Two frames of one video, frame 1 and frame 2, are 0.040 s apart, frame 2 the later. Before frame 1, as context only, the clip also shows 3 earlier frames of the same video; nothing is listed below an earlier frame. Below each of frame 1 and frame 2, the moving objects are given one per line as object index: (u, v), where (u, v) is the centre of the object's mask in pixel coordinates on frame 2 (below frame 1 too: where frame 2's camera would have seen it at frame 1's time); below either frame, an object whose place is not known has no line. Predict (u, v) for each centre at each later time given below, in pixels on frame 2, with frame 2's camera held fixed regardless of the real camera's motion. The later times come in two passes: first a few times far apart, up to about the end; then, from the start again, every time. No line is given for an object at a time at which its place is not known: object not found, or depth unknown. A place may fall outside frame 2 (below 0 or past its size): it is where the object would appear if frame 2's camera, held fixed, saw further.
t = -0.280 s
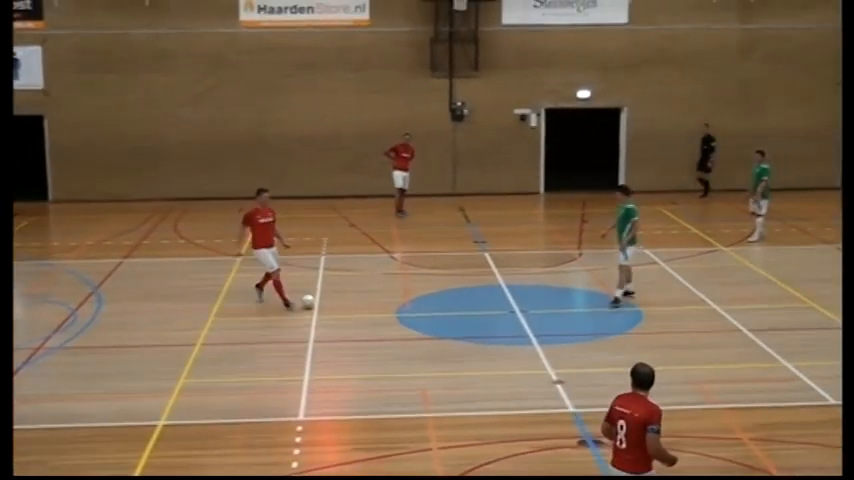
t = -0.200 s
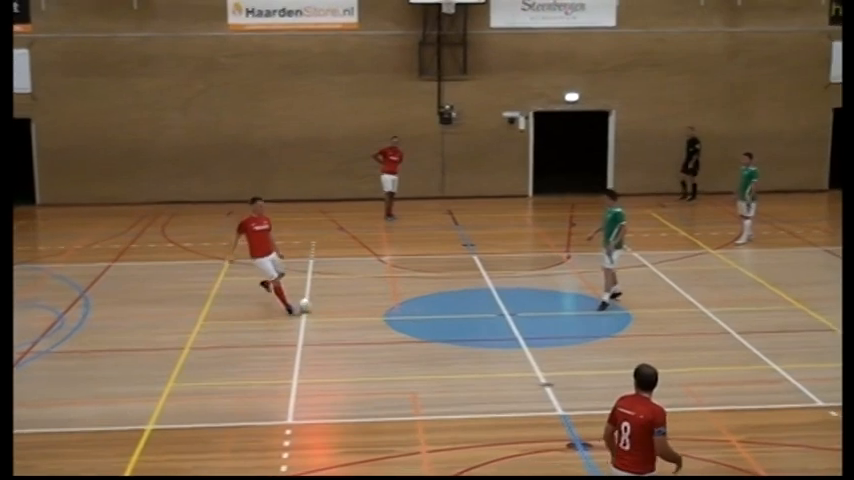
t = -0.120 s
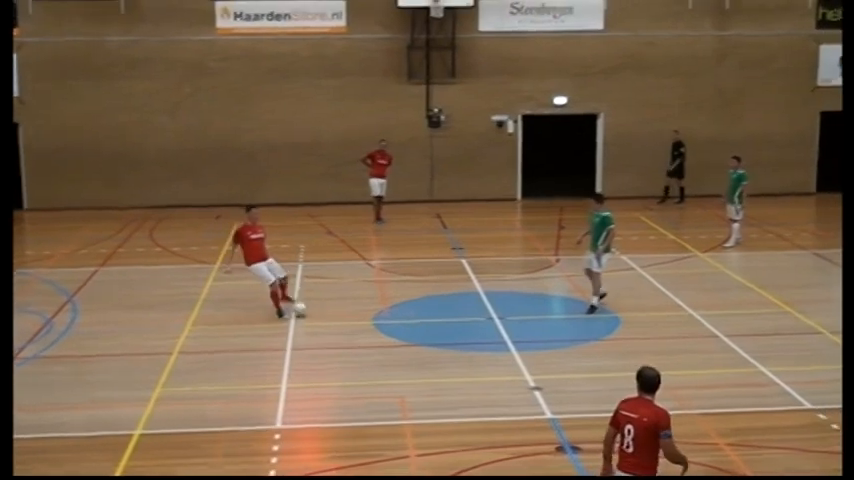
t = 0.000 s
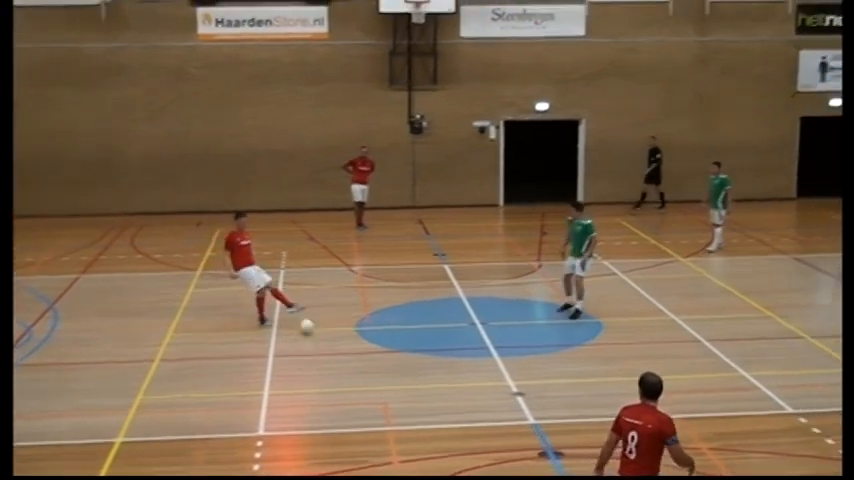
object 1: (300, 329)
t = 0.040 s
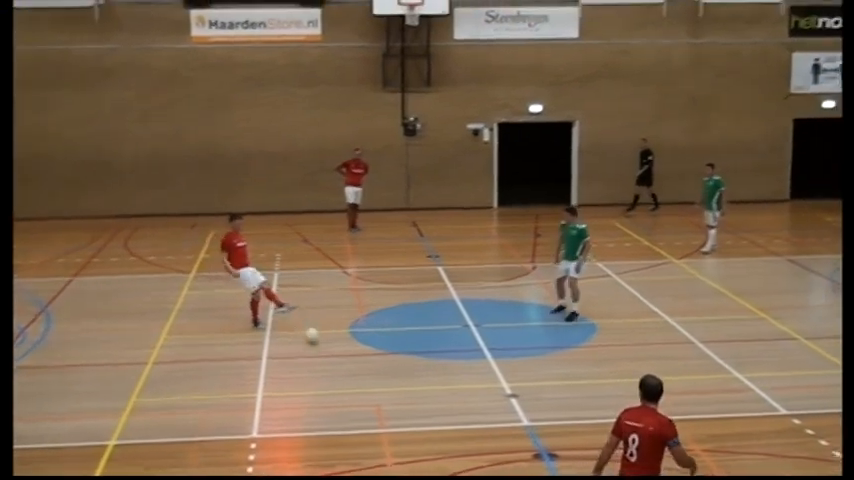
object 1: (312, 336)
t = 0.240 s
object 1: (374, 371)
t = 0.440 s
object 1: (441, 410)
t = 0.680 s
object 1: (533, 461)
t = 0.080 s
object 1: (324, 343)
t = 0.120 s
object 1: (337, 351)
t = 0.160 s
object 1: (348, 357)
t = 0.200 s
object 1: (361, 365)
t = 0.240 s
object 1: (374, 371)
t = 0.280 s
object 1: (387, 379)
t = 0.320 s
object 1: (400, 386)
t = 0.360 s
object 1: (413, 395)
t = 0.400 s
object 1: (427, 402)
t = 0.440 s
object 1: (441, 410)
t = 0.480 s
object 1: (455, 418)
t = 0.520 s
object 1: (472, 427)
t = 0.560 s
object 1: (486, 435)
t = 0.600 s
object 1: (502, 444)
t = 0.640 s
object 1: (518, 452)
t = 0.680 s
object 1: (533, 461)
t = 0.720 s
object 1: (549, 471)
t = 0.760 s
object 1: (568, 478)
